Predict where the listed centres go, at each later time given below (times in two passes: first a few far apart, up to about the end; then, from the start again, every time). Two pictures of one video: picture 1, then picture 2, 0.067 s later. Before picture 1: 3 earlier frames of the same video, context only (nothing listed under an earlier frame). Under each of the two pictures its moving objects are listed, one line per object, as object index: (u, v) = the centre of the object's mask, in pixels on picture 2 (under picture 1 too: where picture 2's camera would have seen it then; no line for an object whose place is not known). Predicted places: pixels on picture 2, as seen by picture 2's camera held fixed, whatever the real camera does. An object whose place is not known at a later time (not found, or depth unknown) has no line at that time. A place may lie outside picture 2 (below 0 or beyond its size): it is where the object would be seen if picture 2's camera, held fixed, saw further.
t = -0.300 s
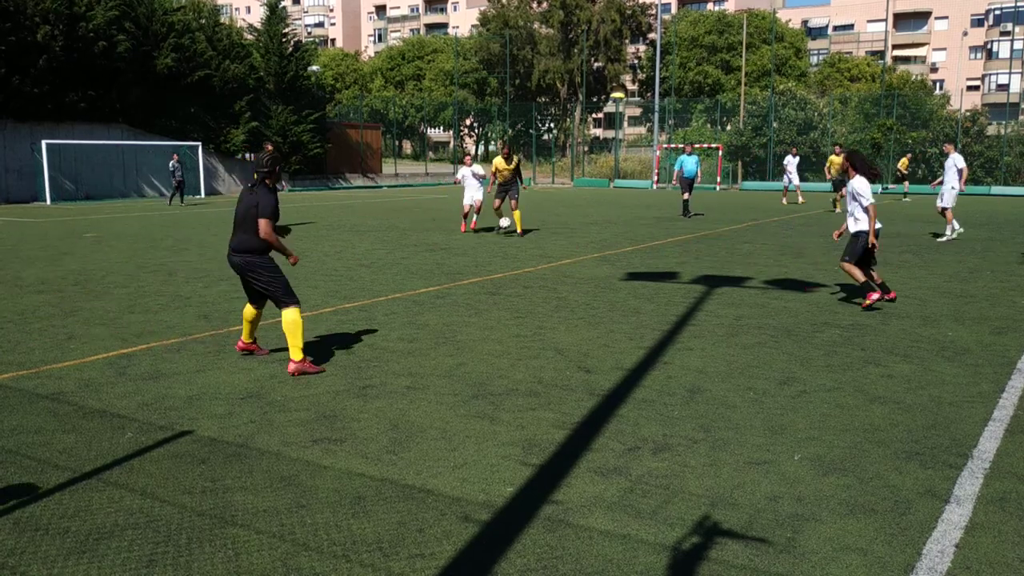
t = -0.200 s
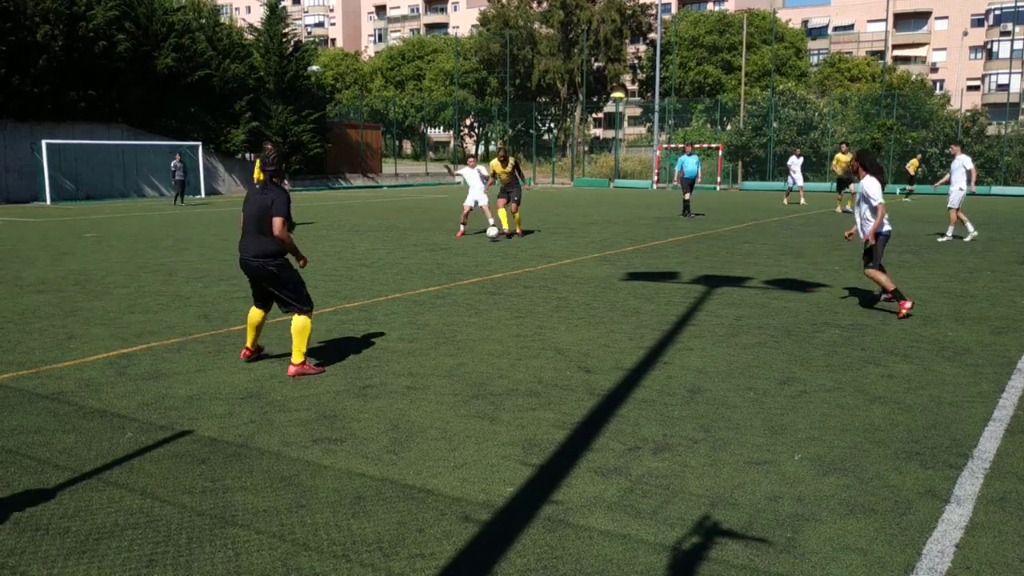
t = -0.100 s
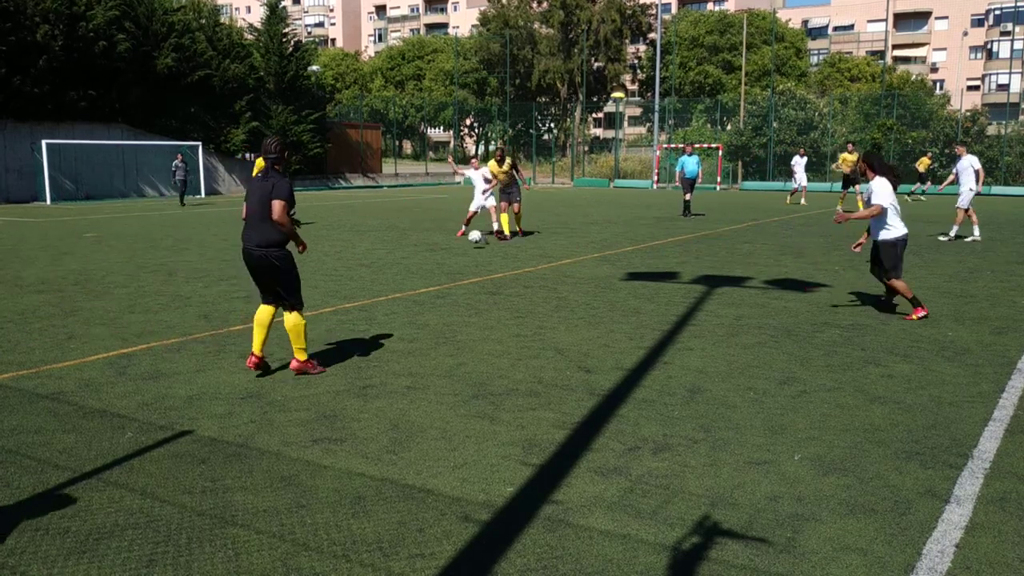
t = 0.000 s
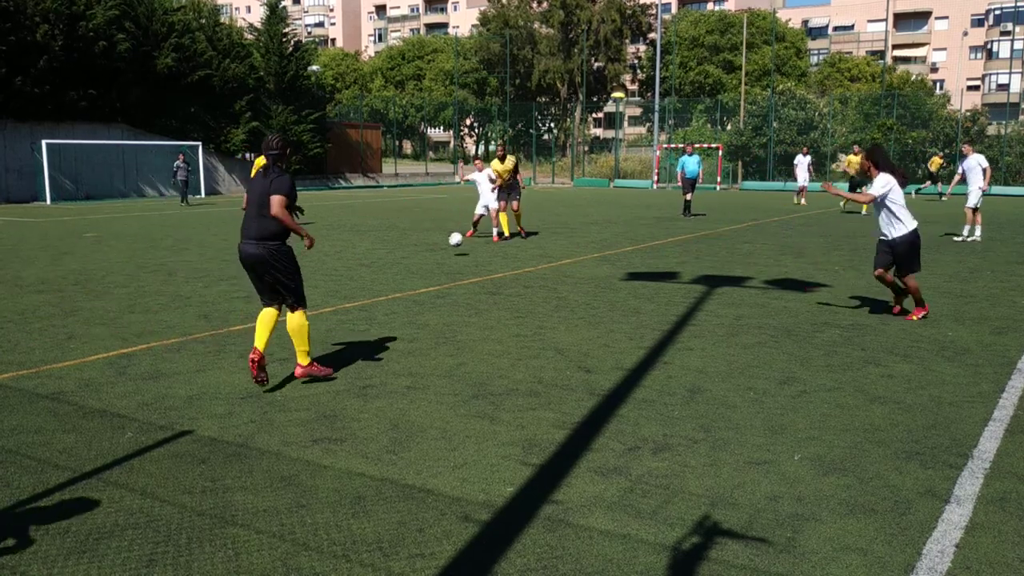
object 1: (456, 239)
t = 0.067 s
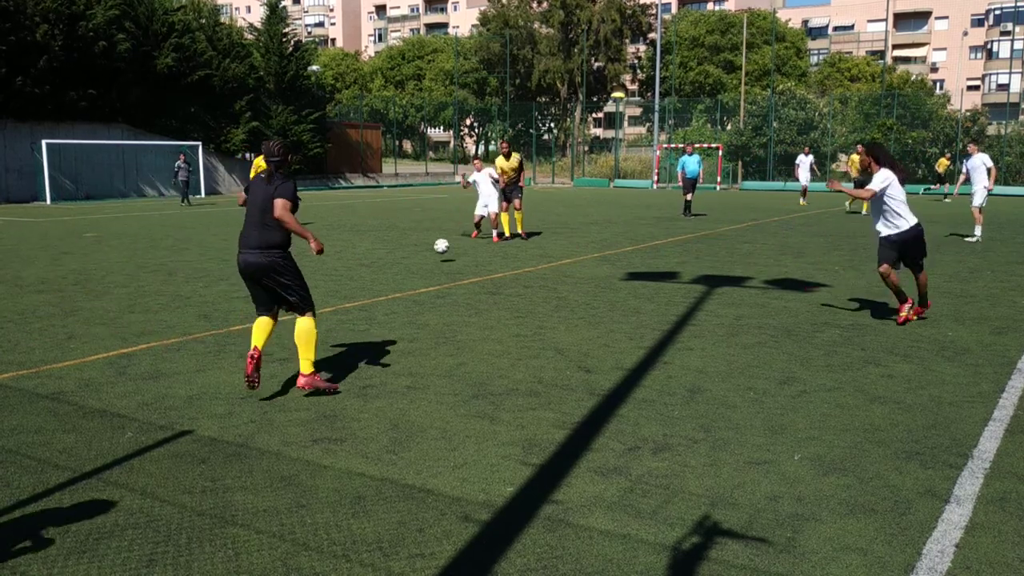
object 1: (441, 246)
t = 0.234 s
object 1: (402, 265)
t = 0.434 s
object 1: (350, 286)
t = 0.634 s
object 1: (287, 307)
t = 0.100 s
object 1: (434, 251)
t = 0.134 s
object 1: (425, 257)
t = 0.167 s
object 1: (417, 263)
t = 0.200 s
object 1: (411, 264)
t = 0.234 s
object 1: (402, 265)
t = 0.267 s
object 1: (394, 267)
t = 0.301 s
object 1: (386, 270)
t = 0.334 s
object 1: (377, 275)
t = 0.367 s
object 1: (368, 280)
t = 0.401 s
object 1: (359, 284)
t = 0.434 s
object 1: (350, 286)
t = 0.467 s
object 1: (341, 287)
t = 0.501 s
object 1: (331, 291)
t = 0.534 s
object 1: (321, 295)
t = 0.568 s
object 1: (310, 301)
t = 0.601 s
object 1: (298, 306)
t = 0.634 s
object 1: (287, 307)
